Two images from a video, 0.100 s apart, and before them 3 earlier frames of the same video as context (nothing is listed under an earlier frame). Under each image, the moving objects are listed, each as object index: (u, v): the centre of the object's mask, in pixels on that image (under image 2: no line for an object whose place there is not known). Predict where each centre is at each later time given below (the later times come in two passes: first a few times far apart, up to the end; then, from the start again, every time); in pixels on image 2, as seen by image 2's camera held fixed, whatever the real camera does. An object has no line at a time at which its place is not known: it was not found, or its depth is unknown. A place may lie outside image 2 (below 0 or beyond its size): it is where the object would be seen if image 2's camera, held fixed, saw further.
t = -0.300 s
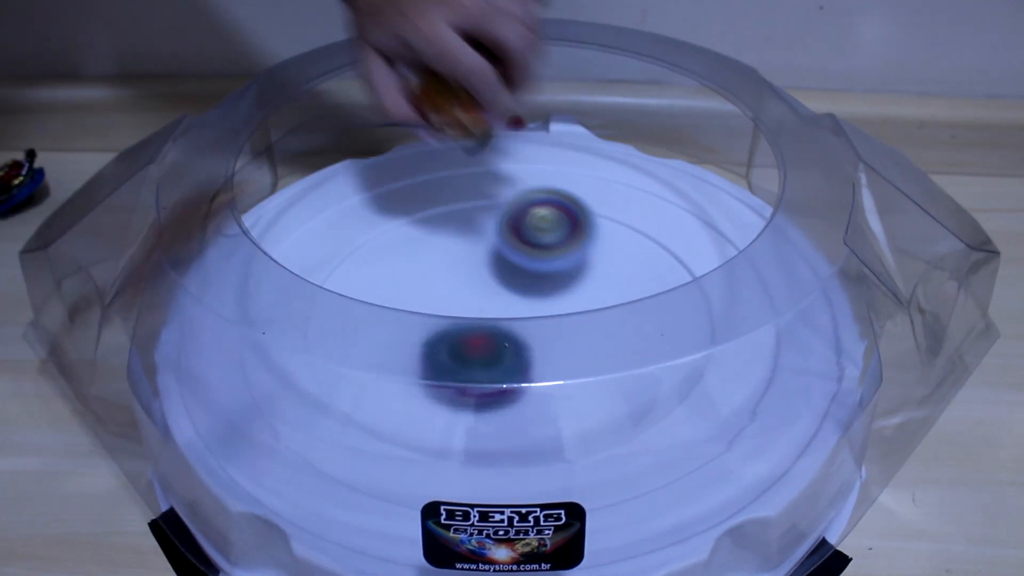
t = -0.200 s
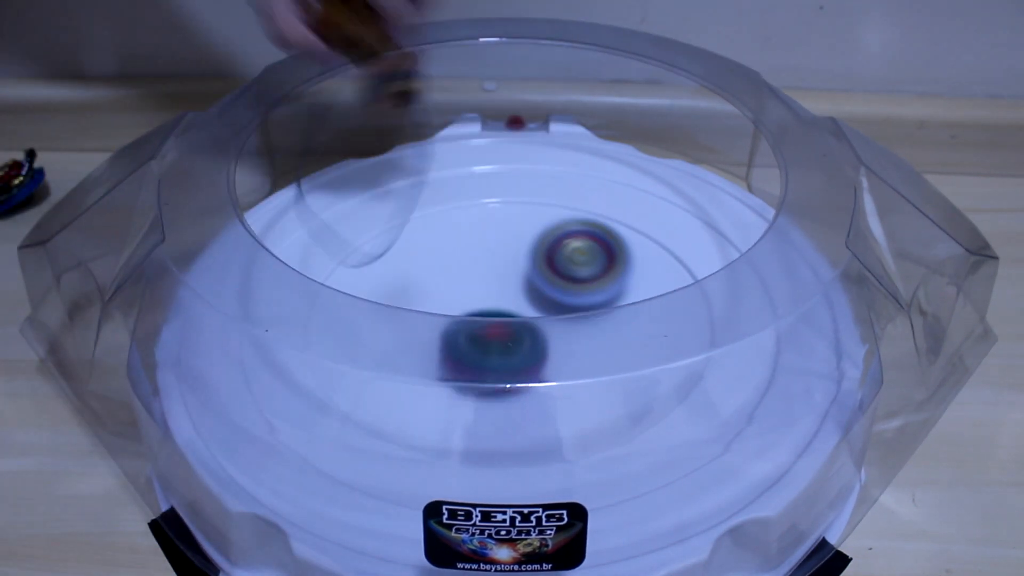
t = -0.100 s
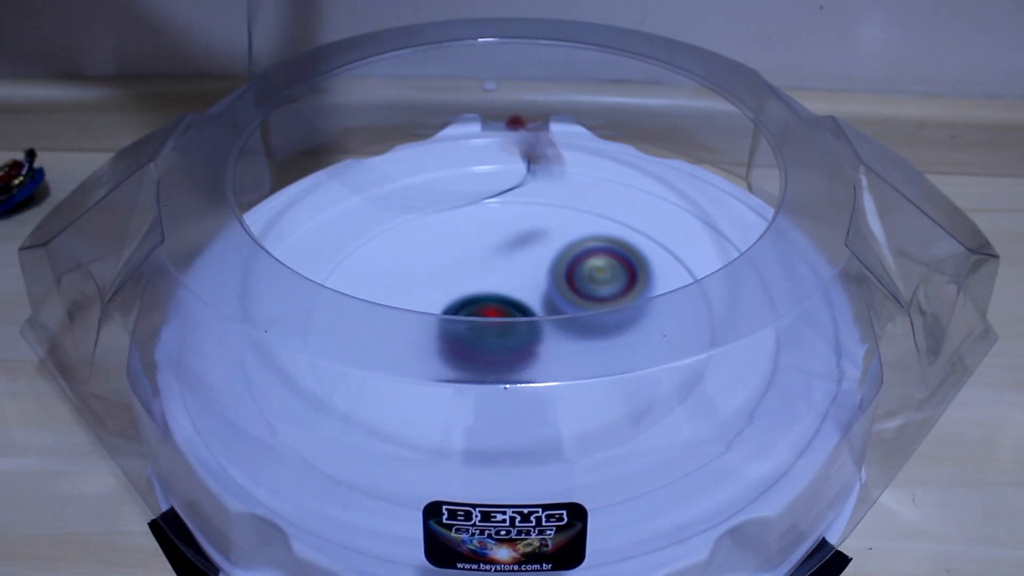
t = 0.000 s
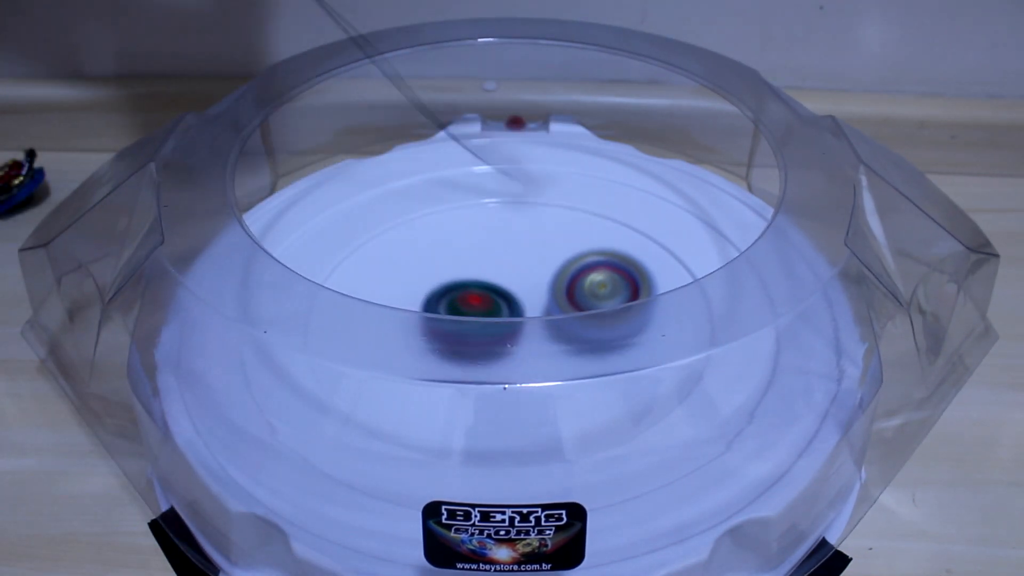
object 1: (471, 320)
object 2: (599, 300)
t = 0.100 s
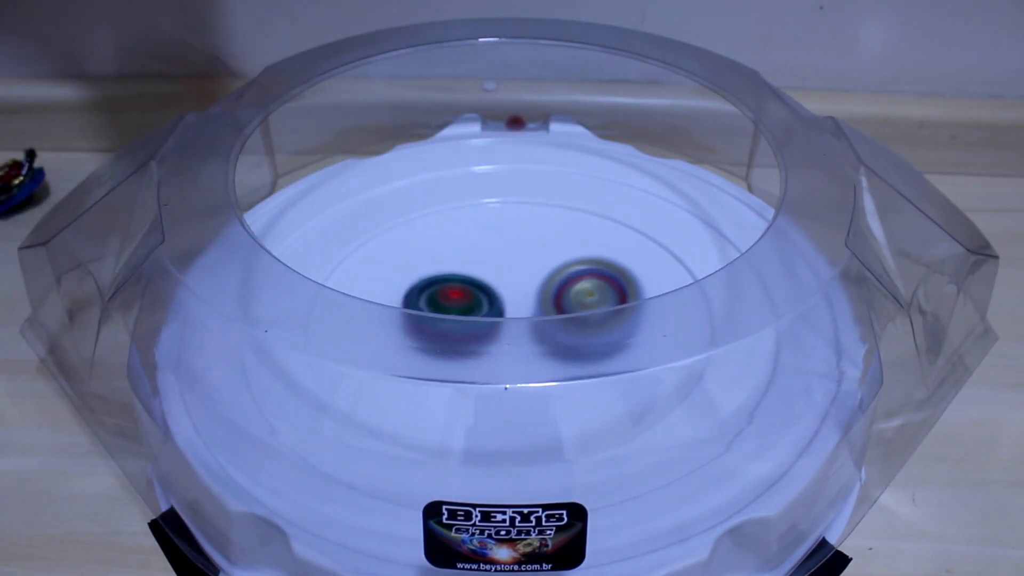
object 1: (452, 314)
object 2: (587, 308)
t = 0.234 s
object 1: (440, 319)
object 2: (556, 311)
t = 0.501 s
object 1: (416, 331)
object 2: (633, 295)
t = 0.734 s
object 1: (453, 329)
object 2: (622, 252)
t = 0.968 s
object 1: (387, 340)
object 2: (547, 259)
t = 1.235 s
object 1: (438, 377)
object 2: (562, 362)
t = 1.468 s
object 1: (472, 346)
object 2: (687, 335)
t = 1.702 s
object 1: (479, 318)
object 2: (581, 262)
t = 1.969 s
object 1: (400, 336)
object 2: (496, 278)
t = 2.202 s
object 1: (424, 371)
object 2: (620, 311)
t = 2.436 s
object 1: (513, 342)
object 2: (616, 273)
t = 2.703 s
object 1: (432, 322)
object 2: (536, 209)
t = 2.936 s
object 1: (425, 429)
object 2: (459, 202)
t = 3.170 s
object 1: (515, 464)
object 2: (453, 319)
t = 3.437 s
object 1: (601, 456)
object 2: (630, 354)
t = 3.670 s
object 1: (658, 431)
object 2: (656, 265)
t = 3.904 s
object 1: (689, 400)
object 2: (510, 247)
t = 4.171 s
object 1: (704, 358)
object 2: (436, 373)
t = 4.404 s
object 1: (612, 304)
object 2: (627, 391)
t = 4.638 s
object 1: (496, 271)
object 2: (632, 267)
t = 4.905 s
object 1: (346, 301)
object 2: (519, 244)
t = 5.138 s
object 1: (365, 352)
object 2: (492, 293)
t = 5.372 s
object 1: (420, 361)
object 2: (616, 313)
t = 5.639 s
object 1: (468, 341)
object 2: (617, 237)
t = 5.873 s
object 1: (443, 354)
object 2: (532, 230)
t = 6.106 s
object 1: (449, 378)
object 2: (500, 290)
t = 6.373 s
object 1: (507, 377)
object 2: (605, 299)
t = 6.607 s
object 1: (541, 348)
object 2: (609, 252)
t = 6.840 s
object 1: (526, 346)
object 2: (501, 266)
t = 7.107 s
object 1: (578, 385)
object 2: (423, 281)
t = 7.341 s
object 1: (726, 461)
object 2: (374, 235)
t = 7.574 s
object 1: (710, 481)
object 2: (411, 272)
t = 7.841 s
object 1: (641, 502)
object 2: (515, 269)
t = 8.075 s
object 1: (567, 475)
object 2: (563, 260)
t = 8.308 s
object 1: (523, 435)
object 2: (574, 273)
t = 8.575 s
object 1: (480, 299)
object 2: (592, 302)
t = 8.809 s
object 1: (368, 218)
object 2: (608, 294)
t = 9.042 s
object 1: (420, 316)
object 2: (536, 321)
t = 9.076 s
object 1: (443, 320)
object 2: (545, 329)
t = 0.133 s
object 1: (447, 315)
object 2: (581, 310)
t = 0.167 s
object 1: (444, 316)
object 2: (573, 310)
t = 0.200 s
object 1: (441, 318)
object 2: (565, 311)
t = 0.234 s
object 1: (440, 319)
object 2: (556, 311)
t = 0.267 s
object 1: (438, 320)
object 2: (551, 309)
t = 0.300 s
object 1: (426, 320)
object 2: (560, 310)
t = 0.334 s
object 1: (417, 319)
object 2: (574, 309)
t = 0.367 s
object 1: (414, 319)
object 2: (588, 308)
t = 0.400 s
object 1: (413, 321)
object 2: (602, 306)
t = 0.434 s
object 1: (412, 325)
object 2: (615, 303)
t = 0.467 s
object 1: (414, 325)
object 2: (625, 300)
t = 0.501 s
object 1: (416, 331)
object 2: (633, 295)
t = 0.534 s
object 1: (420, 333)
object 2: (637, 290)
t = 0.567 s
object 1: (424, 334)
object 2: (639, 285)
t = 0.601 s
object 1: (430, 334)
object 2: (640, 279)
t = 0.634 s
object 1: (435, 334)
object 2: (639, 268)
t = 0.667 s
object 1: (441, 333)
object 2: (635, 261)
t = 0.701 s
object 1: (447, 331)
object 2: (630, 257)
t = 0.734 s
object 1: (453, 329)
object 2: (622, 252)
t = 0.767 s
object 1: (457, 327)
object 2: (610, 245)
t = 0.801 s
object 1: (462, 325)
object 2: (591, 248)
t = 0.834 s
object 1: (465, 323)
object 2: (569, 250)
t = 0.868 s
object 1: (467, 320)
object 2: (547, 257)
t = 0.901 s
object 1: (445, 324)
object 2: (541, 257)
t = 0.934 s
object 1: (410, 335)
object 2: (547, 250)
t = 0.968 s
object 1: (387, 340)
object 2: (547, 259)
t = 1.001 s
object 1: (373, 346)
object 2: (545, 265)
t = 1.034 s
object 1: (368, 352)
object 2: (543, 274)
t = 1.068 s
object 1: (370, 358)
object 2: (541, 290)
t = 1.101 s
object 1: (379, 364)
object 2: (540, 305)
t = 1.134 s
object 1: (392, 370)
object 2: (541, 321)
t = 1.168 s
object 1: (409, 375)
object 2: (545, 337)
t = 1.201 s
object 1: (426, 377)
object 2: (550, 350)
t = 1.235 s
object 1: (438, 377)
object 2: (562, 362)
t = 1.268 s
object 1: (439, 374)
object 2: (590, 369)
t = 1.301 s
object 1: (444, 371)
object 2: (617, 370)
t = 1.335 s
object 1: (451, 366)
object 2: (641, 369)
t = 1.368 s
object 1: (457, 362)
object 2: (662, 363)
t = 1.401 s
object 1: (463, 357)
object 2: (681, 355)
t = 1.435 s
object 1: (468, 352)
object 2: (689, 345)
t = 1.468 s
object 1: (472, 346)
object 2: (687, 335)
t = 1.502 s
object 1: (476, 341)
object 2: (681, 321)
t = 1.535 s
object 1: (478, 337)
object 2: (672, 310)
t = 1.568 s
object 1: (480, 332)
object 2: (660, 295)
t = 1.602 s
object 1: (480, 328)
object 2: (648, 285)
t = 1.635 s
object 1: (481, 324)
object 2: (631, 268)
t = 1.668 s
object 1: (480, 321)
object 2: (610, 263)
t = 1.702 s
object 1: (479, 318)
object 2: (581, 262)
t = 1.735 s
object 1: (474, 316)
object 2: (555, 262)
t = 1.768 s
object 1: (451, 317)
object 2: (545, 250)
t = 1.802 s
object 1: (431, 321)
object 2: (536, 250)
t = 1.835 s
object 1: (412, 324)
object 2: (526, 250)
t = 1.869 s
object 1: (404, 325)
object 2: (515, 255)
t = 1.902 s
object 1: (401, 331)
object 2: (503, 263)
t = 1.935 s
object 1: (404, 333)
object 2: (494, 272)
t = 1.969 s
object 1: (400, 336)
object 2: (496, 278)
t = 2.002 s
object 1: (382, 345)
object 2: (517, 287)
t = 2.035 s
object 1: (372, 353)
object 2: (536, 293)
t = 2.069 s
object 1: (371, 358)
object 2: (554, 300)
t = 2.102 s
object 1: (378, 363)
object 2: (574, 306)
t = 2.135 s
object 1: (392, 367)
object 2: (593, 309)
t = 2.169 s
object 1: (407, 370)
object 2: (608, 310)
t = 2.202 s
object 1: (424, 371)
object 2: (620, 311)
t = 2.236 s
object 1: (440, 371)
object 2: (629, 309)
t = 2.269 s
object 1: (456, 369)
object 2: (634, 306)
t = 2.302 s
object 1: (470, 367)
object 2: (636, 302)
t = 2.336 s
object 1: (484, 362)
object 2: (635, 298)
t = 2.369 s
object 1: (494, 357)
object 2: (630, 294)
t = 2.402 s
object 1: (504, 347)
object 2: (625, 287)
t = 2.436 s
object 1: (513, 342)
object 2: (616, 273)
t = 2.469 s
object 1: (520, 336)
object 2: (601, 269)
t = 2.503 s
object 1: (518, 331)
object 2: (588, 260)
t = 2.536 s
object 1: (495, 333)
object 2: (590, 244)
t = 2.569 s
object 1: (475, 332)
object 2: (588, 230)
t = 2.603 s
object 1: (456, 330)
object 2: (584, 215)
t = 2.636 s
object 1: (441, 327)
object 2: (572, 208)
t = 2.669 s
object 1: (433, 325)
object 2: (556, 207)
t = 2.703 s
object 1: (432, 322)
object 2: (536, 209)
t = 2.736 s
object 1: (435, 321)
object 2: (514, 216)
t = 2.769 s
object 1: (441, 319)
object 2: (491, 226)
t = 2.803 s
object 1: (444, 322)
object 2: (469, 241)
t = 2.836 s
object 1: (432, 351)
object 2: (465, 228)
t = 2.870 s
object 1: (422, 385)
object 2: (463, 215)
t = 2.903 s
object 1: (419, 410)
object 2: (461, 202)
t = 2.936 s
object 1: (425, 429)
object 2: (459, 202)
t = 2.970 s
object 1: (438, 444)
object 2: (454, 208)
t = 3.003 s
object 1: (453, 456)
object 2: (448, 220)
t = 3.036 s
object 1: (468, 462)
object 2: (442, 235)
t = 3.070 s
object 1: (482, 464)
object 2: (436, 254)
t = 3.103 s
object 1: (493, 464)
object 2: (436, 273)
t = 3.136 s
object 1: (503, 464)
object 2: (442, 298)
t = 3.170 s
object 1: (515, 464)
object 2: (453, 319)
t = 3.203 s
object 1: (526, 463)
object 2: (470, 337)
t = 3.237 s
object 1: (537, 463)
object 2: (493, 350)
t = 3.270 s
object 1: (548, 462)
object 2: (517, 363)
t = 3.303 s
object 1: (560, 462)
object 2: (543, 366)
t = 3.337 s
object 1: (571, 461)
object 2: (571, 367)
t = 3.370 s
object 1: (582, 460)
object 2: (594, 364)
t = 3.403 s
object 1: (591, 458)
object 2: (614, 360)
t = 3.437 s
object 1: (601, 456)
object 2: (630, 354)
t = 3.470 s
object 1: (611, 454)
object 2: (646, 335)
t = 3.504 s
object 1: (620, 451)
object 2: (655, 326)
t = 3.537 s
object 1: (628, 449)
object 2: (659, 321)
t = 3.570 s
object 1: (637, 443)
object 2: (663, 308)
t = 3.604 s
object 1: (644, 439)
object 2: (663, 294)
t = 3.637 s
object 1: (652, 434)
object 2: (661, 281)
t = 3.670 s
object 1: (658, 431)
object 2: (656, 265)
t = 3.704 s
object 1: (663, 427)
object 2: (648, 255)
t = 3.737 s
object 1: (670, 421)
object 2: (633, 245)
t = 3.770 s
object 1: (674, 419)
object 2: (613, 237)
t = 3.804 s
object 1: (678, 415)
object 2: (590, 233)
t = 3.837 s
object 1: (683, 409)
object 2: (563, 236)
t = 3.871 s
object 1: (686, 404)
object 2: (537, 240)
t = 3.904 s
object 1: (689, 400)
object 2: (510, 247)
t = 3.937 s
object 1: (693, 392)
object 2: (486, 258)
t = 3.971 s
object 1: (695, 389)
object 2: (465, 271)
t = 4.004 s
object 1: (698, 382)
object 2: (448, 283)
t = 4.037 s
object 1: (699, 376)
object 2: (433, 303)
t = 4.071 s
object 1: (701, 372)
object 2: (424, 324)
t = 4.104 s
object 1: (703, 367)
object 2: (423, 340)
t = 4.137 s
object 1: (705, 363)
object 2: (426, 357)
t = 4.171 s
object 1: (704, 358)
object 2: (436, 373)
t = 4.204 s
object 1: (703, 354)
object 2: (453, 385)
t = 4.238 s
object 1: (700, 350)
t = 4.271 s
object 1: (689, 347)
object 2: (505, 403)
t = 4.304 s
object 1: (674, 339)
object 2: (534, 408)
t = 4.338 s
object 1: (657, 325)
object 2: (567, 407)
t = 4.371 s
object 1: (635, 313)
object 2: (600, 399)
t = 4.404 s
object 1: (612, 304)
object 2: (627, 391)
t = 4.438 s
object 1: (591, 287)
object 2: (656, 373)
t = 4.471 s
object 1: (570, 284)
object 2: (668, 359)
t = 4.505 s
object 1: (552, 281)
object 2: (677, 339)
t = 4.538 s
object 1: (535, 276)
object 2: (678, 319)
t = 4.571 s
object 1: (520, 273)
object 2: (670, 298)
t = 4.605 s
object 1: (507, 272)
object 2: (656, 277)
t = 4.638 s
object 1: (496, 271)
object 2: (632, 267)
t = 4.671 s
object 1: (486, 272)
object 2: (606, 258)
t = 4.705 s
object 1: (476, 273)
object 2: (578, 252)
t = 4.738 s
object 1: (456, 277)
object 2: (557, 245)
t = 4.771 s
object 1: (437, 279)
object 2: (540, 243)
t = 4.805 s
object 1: (424, 280)
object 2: (519, 244)
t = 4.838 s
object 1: (410, 282)
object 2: (503, 246)
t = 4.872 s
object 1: (374, 292)
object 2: (511, 243)
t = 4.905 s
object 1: (346, 301)
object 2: (519, 244)
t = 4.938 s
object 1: (324, 309)
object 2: (520, 246)
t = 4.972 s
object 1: (315, 314)
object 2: (517, 252)
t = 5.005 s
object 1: (316, 323)
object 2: (510, 256)
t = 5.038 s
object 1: (324, 333)
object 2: (502, 264)
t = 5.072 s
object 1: (335, 339)
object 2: (495, 271)
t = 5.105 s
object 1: (349, 346)
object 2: (491, 278)
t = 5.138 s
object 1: (365, 352)
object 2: (492, 293)
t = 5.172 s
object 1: (383, 357)
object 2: (498, 303)
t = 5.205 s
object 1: (400, 360)
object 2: (507, 314)
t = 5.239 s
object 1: (416, 362)
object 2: (520, 322)
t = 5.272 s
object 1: (412, 362)
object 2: (549, 325)
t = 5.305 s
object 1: (411, 362)
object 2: (578, 324)
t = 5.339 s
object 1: (415, 361)
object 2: (601, 319)
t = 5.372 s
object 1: (420, 361)
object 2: (616, 313)
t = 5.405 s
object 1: (425, 359)
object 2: (626, 306)
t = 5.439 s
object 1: (432, 358)
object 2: (633, 297)
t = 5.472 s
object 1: (437, 356)
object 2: (636, 288)
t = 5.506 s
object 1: (445, 354)
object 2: (637, 278)
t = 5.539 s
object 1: (451, 351)
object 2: (636, 264)
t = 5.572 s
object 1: (457, 348)
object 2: (632, 257)
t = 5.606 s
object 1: (463, 344)
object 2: (627, 245)
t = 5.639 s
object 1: (468, 341)
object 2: (617, 237)
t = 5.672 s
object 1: (474, 337)
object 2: (603, 233)
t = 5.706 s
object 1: (479, 334)
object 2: (585, 230)
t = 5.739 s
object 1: (483, 329)
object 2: (564, 235)
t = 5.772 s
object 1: (488, 324)
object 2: (544, 244)
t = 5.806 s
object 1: (486, 324)
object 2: (531, 248)
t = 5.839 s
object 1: (463, 340)
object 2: (532, 239)
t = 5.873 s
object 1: (443, 354)
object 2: (532, 230)
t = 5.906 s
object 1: (428, 363)
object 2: (526, 228)
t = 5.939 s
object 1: (418, 369)
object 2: (516, 234)
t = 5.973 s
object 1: (416, 373)
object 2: (507, 241)
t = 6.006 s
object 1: (420, 375)
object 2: (498, 252)
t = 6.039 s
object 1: (429, 377)
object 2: (494, 264)
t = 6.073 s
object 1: (439, 378)
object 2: (495, 275)
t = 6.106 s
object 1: (449, 378)
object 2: (500, 290)
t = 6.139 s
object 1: (460, 377)
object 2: (509, 299)
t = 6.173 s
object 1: (466, 379)
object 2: (525, 306)
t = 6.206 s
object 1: (468, 384)
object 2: (543, 309)
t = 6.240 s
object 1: (474, 385)
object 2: (559, 310)
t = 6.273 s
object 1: (482, 385)
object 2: (573, 309)
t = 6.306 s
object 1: (492, 383)
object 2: (586, 307)
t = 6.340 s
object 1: (500, 380)
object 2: (597, 303)
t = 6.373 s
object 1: (507, 377)
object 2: (605, 299)
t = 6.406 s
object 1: (514, 373)
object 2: (613, 294)
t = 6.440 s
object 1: (521, 370)
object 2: (619, 288)
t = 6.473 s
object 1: (527, 367)
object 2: (623, 282)
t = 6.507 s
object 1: (531, 363)
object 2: (625, 276)
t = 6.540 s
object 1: (536, 358)
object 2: (624, 265)
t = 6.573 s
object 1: (539, 352)
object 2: (617, 261)
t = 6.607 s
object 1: (541, 348)
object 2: (609, 252)
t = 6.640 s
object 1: (543, 343)
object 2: (593, 255)
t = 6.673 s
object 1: (545, 340)
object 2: (575, 255)
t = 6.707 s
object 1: (542, 339)
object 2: (557, 256)
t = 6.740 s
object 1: (537, 342)
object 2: (545, 254)
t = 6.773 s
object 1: (532, 345)
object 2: (531, 255)
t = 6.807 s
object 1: (528, 346)
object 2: (515, 259)
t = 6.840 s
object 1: (526, 346)
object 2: (501, 266)
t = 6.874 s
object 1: (528, 350)
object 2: (488, 270)
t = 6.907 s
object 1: (529, 358)
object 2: (475, 272)
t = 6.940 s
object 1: (530, 362)
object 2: (463, 275)
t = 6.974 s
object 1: (531, 363)
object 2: (454, 280)
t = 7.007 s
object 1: (532, 363)
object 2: (446, 292)
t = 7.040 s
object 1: (534, 362)
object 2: (444, 301)
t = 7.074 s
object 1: (542, 364)
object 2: (441, 306)
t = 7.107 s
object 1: (578, 385)
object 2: (423, 281)
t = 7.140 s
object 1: (614, 401)
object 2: (405, 267)
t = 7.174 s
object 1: (641, 408)
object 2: (392, 254)
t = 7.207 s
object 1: (664, 412)
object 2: (384, 243)
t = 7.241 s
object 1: (685, 429)
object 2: (378, 232)
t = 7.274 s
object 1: (700, 437)
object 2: (376, 228)
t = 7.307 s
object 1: (715, 452)
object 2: (375, 230)
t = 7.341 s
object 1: (726, 461)
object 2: (374, 235)
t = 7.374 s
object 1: (733, 469)
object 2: (375, 241)
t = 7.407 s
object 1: (736, 475)
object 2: (376, 245)
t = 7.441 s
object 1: (729, 474)
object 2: (379, 253)
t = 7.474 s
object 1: (725, 472)
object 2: (384, 259)
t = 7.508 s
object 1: (720, 473)
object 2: (390, 264)
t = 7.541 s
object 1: (716, 477)
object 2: (399, 268)
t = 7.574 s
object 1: (710, 481)
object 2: (411, 272)
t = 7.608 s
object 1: (704, 485)
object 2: (425, 274)
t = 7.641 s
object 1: (696, 489)
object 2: (440, 276)
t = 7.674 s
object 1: (688, 493)
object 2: (454, 276)
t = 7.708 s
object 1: (679, 496)
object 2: (469, 275)
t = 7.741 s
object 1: (669, 499)
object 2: (482, 275)
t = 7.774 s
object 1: (659, 501)
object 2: (495, 273)
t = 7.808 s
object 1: (650, 502)
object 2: (505, 272)
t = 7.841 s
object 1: (641, 502)
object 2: (515, 269)
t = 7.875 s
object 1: (632, 501)
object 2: (524, 268)
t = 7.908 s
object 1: (622, 499)
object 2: (532, 266)
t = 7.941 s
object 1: (612, 495)
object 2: (540, 264)
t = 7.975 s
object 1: (601, 490)
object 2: (546, 263)
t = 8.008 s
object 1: (590, 486)
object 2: (553, 260)
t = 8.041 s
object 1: (578, 480)
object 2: (558, 259)
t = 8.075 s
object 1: (567, 475)
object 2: (563, 260)
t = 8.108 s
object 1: (556, 472)
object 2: (566, 262)
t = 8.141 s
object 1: (547, 466)
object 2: (569, 263)
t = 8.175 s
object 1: (542, 460)
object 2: (571, 264)
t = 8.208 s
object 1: (537, 454)
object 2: (573, 265)
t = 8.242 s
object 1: (532, 449)
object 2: (574, 268)
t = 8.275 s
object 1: (527, 441)
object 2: (574, 270)
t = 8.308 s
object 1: (523, 435)
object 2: (574, 273)
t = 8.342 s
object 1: (518, 431)
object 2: (574, 276)
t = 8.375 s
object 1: (513, 418)
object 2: (574, 280)
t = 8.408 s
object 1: (511, 403)
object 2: (574, 289)
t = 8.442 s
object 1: (509, 385)
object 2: (574, 294)
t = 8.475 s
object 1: (508, 368)
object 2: (576, 296)
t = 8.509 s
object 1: (506, 350)
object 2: (581, 298)
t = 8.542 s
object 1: (494, 330)
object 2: (587, 301)
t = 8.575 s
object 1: (480, 299)
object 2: (592, 302)
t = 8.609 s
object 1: (462, 285)
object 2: (598, 302)
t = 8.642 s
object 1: (443, 265)
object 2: (602, 302)
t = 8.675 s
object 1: (422, 246)
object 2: (605, 301)
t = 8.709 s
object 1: (405, 233)
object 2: (609, 299)
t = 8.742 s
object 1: (392, 220)
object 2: (611, 297)
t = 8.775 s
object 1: (379, 218)
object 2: (611, 295)
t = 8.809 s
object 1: (368, 218)
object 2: (608, 294)
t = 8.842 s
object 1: (361, 219)
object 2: (601, 293)
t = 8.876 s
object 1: (356, 228)
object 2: (592, 294)
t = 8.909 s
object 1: (355, 238)
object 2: (580, 297)
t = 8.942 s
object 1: (358, 253)
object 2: (567, 301)
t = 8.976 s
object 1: (368, 274)
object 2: (555, 307)
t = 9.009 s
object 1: (387, 293)
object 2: (545, 313)
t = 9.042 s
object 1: (420, 316)
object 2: (536, 321)
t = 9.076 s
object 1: (443, 320)
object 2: (545, 329)
